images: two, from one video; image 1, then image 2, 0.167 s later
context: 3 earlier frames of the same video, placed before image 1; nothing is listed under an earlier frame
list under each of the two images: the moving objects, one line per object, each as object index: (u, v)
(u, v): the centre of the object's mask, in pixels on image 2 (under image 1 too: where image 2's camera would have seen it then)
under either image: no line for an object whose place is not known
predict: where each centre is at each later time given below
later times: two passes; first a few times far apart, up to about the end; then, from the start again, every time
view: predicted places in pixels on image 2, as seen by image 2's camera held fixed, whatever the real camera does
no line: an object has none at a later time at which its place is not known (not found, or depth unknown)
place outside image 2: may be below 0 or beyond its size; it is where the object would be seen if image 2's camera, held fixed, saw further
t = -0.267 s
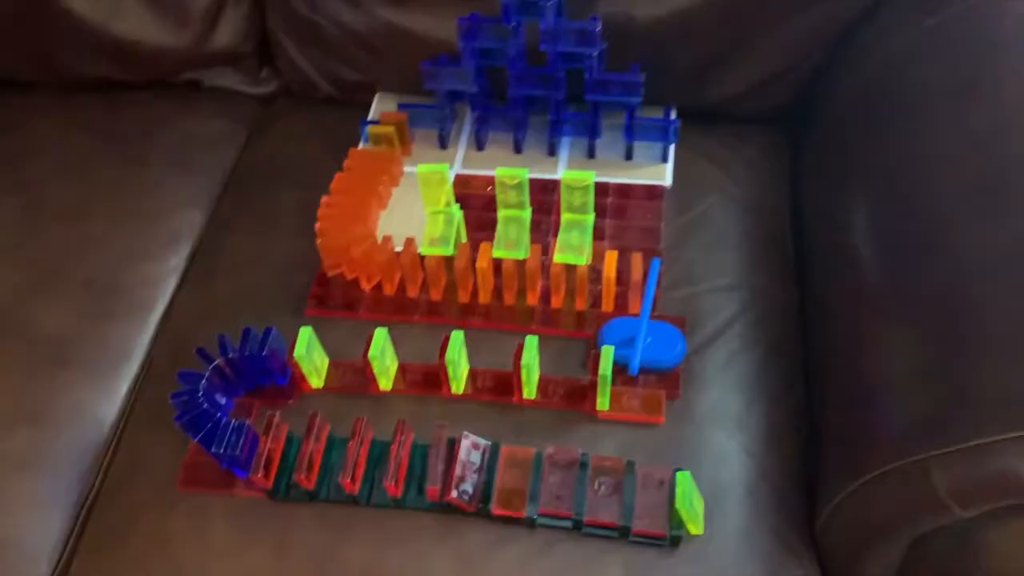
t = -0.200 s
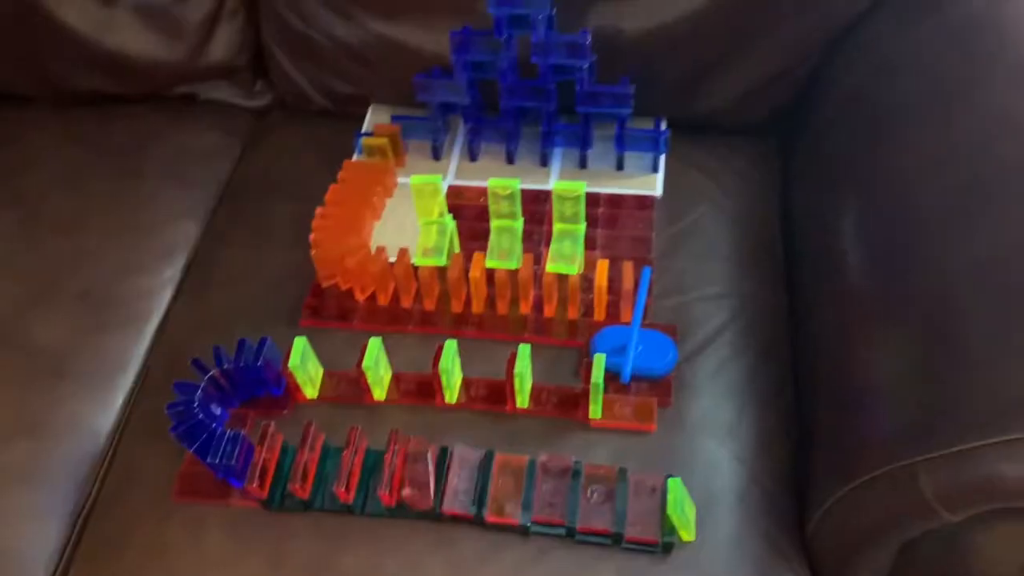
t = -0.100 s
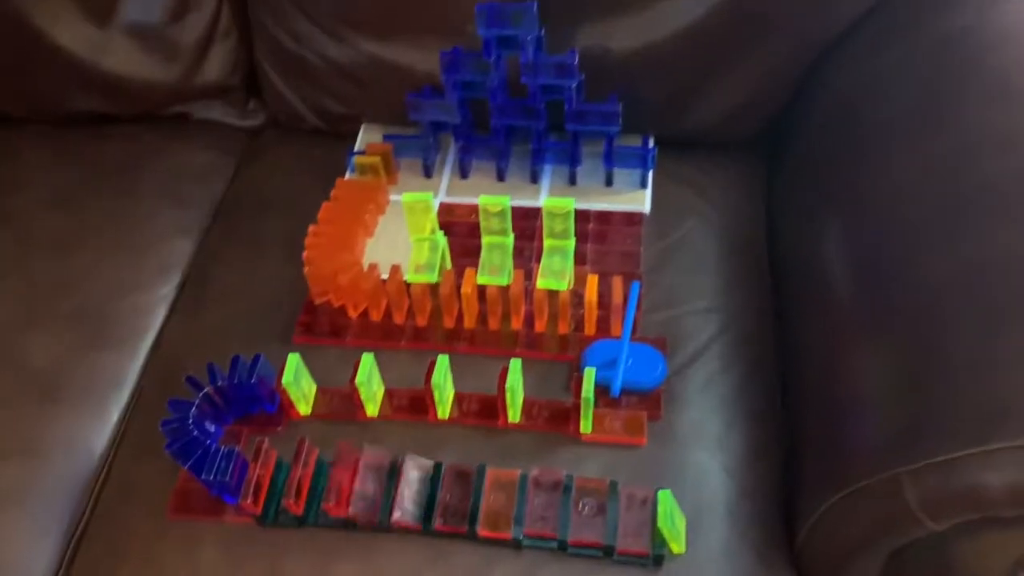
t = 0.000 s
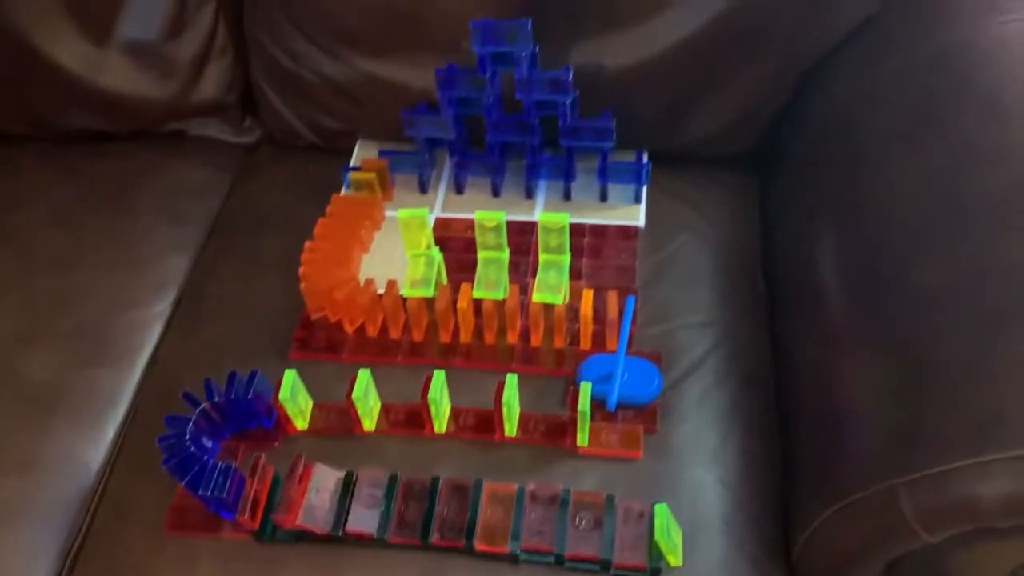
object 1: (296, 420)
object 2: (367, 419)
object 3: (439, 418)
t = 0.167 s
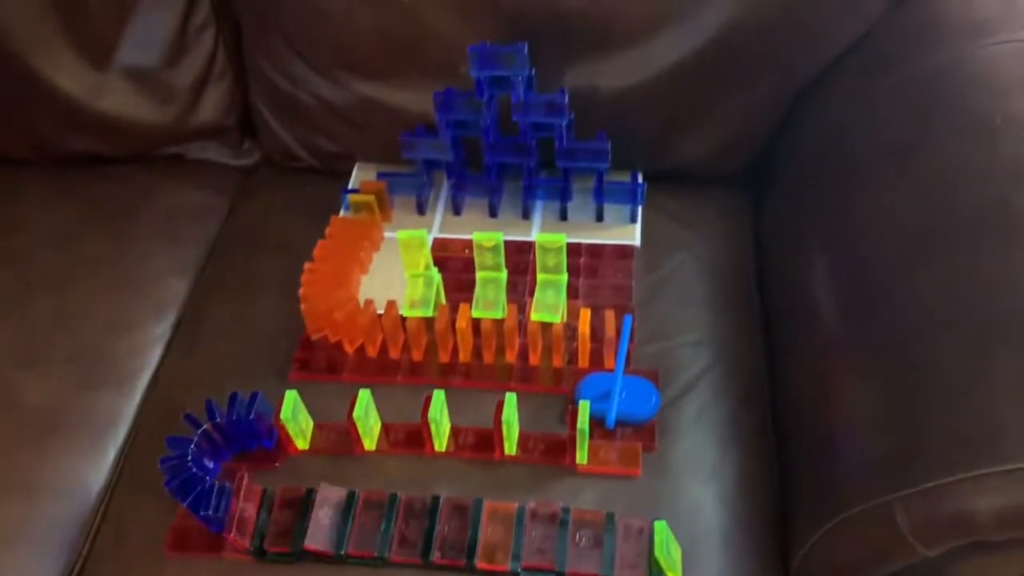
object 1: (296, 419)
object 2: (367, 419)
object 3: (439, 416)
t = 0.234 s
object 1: (296, 419)
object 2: (367, 419)
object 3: (439, 418)
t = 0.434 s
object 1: (296, 419)
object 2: (367, 419)
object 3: (439, 419)
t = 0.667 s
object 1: (344, 432)
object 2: (408, 427)
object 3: (441, 418)
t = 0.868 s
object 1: (344, 431)
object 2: (411, 428)
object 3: (470, 434)
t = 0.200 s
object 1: (296, 419)
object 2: (367, 419)
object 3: (439, 417)
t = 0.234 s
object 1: (296, 419)
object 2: (367, 419)
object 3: (439, 418)
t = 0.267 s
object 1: (297, 419)
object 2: (367, 419)
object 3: (439, 418)
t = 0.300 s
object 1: (297, 420)
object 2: (367, 419)
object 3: (439, 418)
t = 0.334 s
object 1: (297, 419)
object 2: (367, 419)
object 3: (439, 416)
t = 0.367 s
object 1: (297, 419)
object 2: (367, 419)
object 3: (439, 418)
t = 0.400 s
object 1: (296, 419)
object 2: (367, 419)
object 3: (439, 419)
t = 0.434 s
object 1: (296, 419)
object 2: (367, 419)
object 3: (439, 419)
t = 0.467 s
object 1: (298, 418)
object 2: (367, 419)
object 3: (439, 419)
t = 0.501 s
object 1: (308, 417)
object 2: (367, 419)
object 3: (439, 419)
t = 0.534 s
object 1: (327, 421)
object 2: (367, 419)
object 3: (439, 419)
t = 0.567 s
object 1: (340, 425)
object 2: (370, 417)
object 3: (439, 419)
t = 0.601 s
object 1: (345, 429)
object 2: (383, 418)
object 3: (439, 419)
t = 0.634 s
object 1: (345, 431)
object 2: (398, 422)
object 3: (439, 419)
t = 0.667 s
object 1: (344, 432)
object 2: (408, 427)
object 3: (441, 418)
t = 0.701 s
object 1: (344, 431)
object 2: (410, 428)
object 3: (449, 418)
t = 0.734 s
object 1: (344, 431)
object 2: (411, 428)
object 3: (461, 416)
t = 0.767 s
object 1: (344, 431)
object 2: (411, 428)
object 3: (468, 425)
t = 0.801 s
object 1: (344, 431)
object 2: (411, 428)
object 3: (470, 431)
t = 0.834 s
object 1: (344, 431)
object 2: (411, 428)
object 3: (470, 434)
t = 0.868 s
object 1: (344, 431)
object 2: (411, 428)
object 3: (470, 434)
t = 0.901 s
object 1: (344, 431)
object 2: (411, 428)
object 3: (470, 434)
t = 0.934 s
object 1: (344, 431)
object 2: (411, 428)
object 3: (470, 435)
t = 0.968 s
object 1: (344, 431)
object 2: (411, 428)
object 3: (470, 435)
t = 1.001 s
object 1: (344, 431)
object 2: (411, 428)
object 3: (470, 435)
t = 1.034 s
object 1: (344, 431)
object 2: (411, 428)
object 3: (470, 435)
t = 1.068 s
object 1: (344, 431)
